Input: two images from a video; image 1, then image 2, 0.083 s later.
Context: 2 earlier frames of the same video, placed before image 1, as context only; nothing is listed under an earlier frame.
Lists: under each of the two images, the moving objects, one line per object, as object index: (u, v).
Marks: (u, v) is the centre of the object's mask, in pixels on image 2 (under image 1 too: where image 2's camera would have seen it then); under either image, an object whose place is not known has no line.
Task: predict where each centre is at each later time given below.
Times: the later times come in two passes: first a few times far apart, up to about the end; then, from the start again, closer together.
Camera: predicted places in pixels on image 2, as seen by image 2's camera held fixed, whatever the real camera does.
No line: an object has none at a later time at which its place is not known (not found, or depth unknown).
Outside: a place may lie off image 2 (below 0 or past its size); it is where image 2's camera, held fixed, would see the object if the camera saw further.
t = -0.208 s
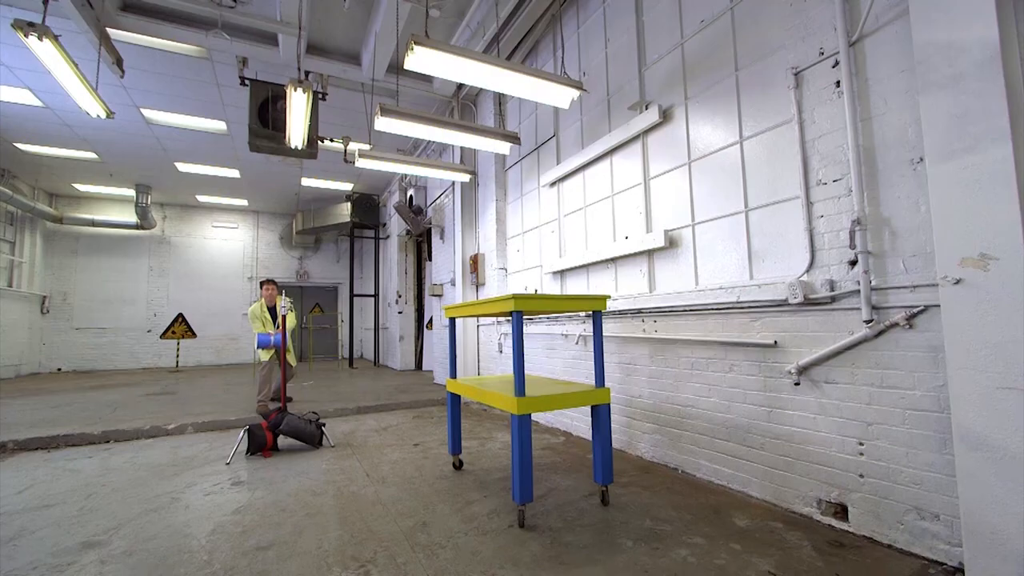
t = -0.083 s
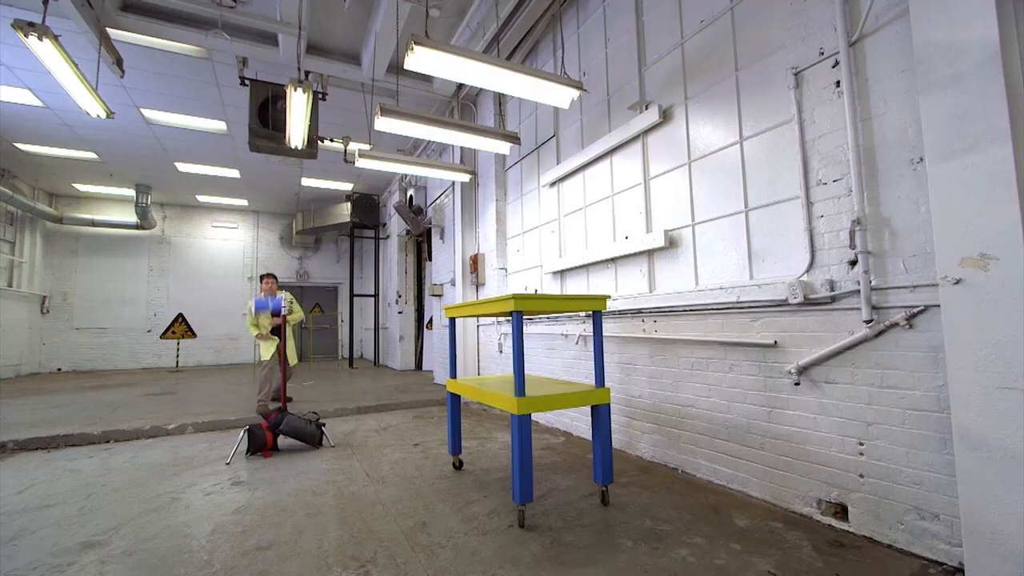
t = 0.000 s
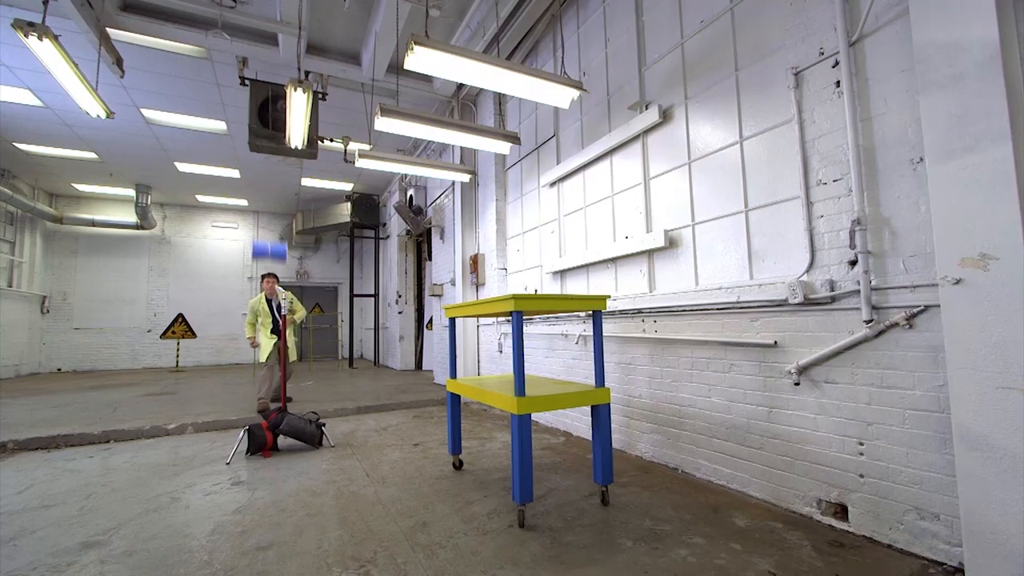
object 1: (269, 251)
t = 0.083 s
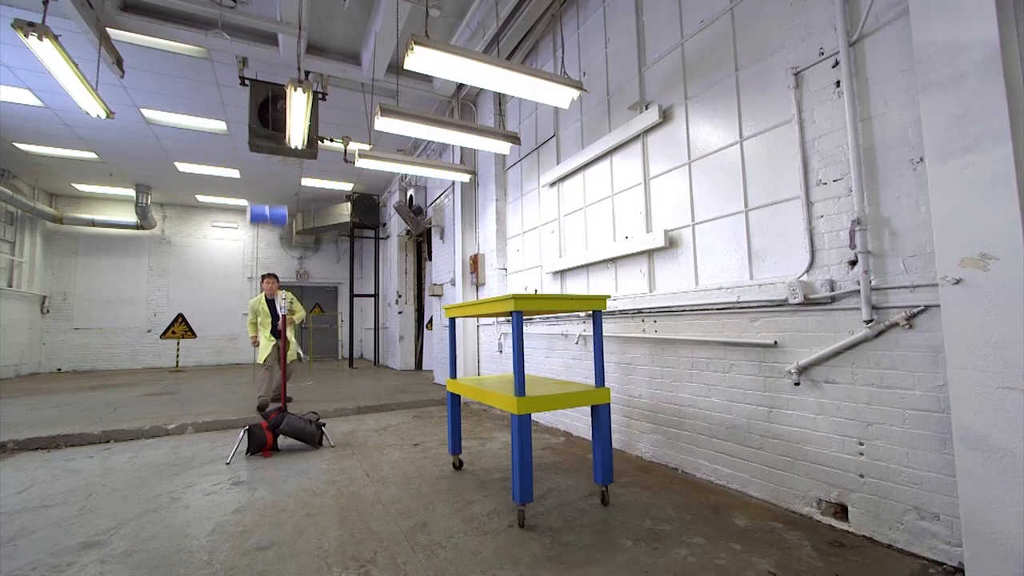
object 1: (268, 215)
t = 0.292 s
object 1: (259, 149)
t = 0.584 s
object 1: (244, 129)
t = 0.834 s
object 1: (226, 176)
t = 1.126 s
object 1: (194, 339)
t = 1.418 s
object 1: (176, 561)
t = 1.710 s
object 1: (186, 564)
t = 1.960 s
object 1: (241, 521)
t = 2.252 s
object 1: (302, 526)
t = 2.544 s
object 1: (358, 527)
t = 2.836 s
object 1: (418, 534)
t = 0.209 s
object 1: (263, 170)
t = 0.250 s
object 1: (261, 159)
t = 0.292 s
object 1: (259, 149)
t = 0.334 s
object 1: (258, 141)
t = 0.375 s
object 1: (256, 135)
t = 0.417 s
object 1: (254, 131)
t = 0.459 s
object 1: (251, 128)
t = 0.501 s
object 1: (249, 127)
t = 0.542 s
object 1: (247, 127)
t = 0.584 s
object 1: (244, 129)
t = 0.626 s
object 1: (242, 133)
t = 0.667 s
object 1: (239, 139)
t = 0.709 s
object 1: (236, 146)
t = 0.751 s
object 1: (233, 154)
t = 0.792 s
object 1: (230, 164)
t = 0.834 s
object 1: (226, 176)
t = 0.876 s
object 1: (224, 189)
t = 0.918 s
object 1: (219, 204)
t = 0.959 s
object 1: (216, 221)
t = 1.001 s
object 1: (207, 261)
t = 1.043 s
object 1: (203, 285)
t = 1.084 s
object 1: (199, 309)
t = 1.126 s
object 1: (194, 339)
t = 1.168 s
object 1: (188, 373)
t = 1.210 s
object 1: (184, 408)
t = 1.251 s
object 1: (177, 448)
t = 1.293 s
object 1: (170, 496)
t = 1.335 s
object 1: (168, 546)
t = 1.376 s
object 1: (179, 568)
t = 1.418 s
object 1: (176, 561)
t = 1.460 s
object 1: (175, 554)
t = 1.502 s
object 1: (174, 549)
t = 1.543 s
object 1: (175, 550)
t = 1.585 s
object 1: (173, 553)
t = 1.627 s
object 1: (182, 556)
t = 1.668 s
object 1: (189, 560)
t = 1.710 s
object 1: (186, 564)
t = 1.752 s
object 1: (186, 561)
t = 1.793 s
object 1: (190, 558)
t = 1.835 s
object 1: (199, 554)
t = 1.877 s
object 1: (208, 548)
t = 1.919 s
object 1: (215, 538)
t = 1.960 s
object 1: (241, 521)
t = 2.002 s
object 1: (254, 521)
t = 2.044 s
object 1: (262, 519)
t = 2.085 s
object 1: (269, 515)
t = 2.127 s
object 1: (279, 515)
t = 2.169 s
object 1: (289, 519)
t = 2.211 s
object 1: (295, 528)
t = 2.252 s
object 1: (302, 526)
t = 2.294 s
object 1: (310, 522)
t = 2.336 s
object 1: (317, 521)
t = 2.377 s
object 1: (327, 521)
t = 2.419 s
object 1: (334, 523)
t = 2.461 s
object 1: (343, 524)
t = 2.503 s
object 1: (351, 525)
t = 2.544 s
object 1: (358, 527)
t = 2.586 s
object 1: (367, 528)
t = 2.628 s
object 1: (376, 529)
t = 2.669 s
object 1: (384, 530)
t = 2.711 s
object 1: (392, 531)
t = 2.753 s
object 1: (401, 532)
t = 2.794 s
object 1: (410, 533)
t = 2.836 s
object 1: (418, 534)
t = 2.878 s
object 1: (427, 535)
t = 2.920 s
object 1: (435, 536)
